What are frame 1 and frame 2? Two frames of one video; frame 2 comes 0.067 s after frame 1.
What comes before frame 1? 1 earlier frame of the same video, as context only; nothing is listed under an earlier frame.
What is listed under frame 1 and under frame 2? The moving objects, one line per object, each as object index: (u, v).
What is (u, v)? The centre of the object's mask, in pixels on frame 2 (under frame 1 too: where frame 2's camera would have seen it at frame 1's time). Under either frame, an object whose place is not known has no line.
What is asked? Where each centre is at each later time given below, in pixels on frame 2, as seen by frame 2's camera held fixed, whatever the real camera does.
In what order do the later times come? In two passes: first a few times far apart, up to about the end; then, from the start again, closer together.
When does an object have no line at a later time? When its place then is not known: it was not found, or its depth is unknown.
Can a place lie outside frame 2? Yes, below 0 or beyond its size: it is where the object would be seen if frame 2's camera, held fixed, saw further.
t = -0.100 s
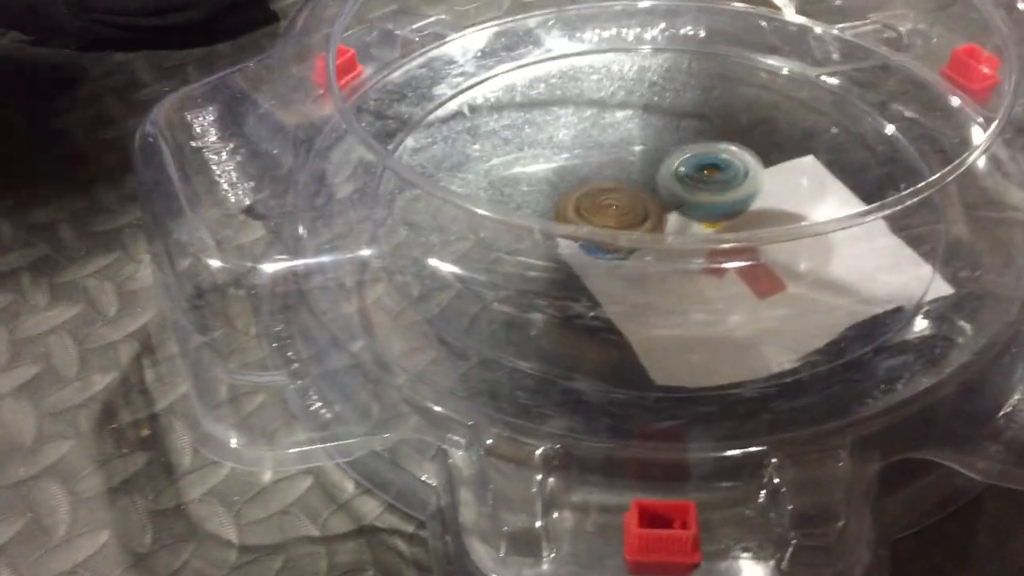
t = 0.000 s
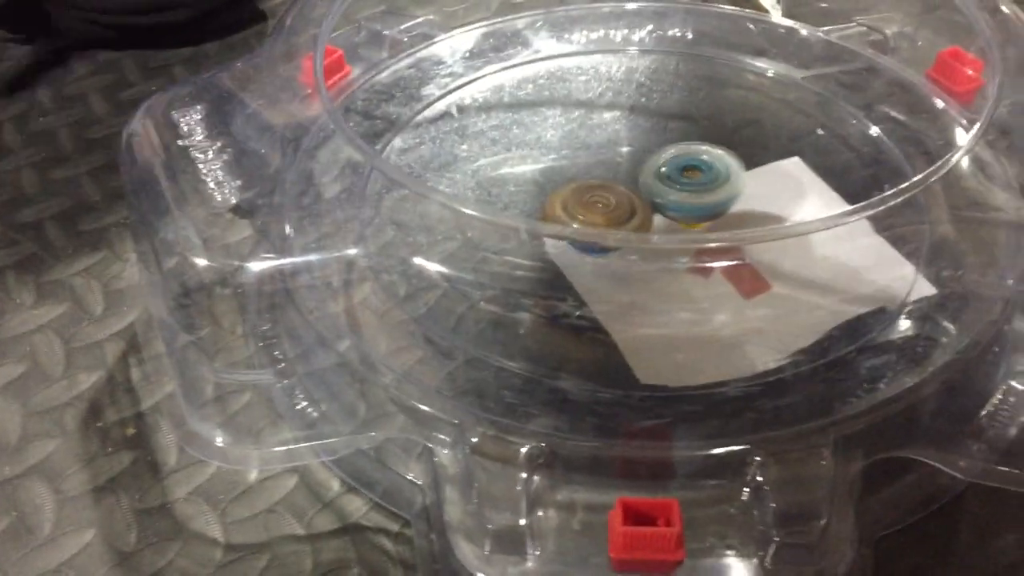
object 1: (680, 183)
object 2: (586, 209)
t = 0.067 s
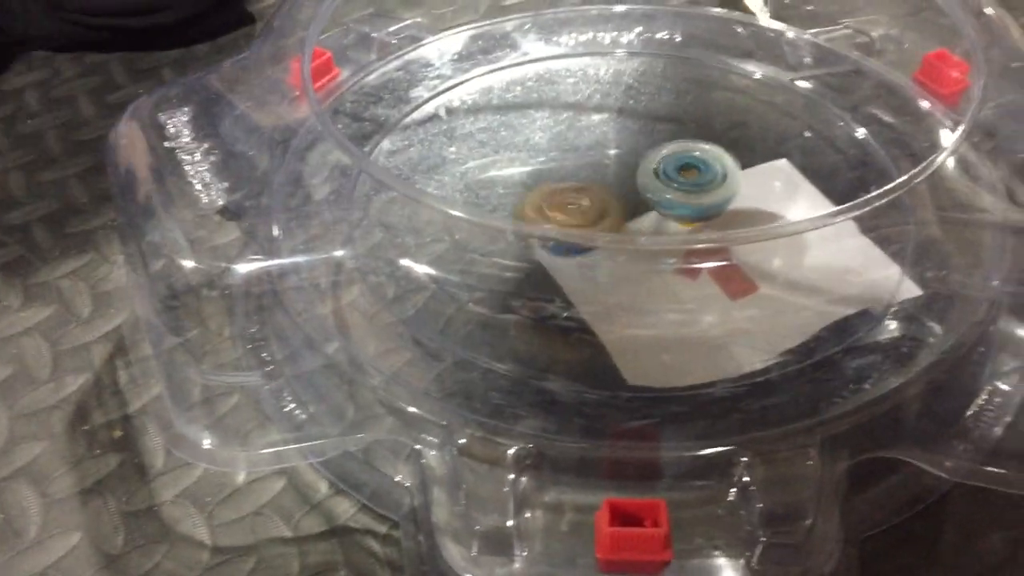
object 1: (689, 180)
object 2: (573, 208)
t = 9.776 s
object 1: (659, 160)
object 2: (621, 222)
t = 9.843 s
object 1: (657, 162)
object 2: (618, 222)
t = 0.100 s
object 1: (690, 179)
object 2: (570, 207)
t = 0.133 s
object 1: (689, 179)
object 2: (568, 207)
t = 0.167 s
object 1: (689, 178)
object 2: (568, 207)
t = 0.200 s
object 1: (688, 178)
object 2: (567, 208)
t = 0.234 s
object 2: (567, 206)
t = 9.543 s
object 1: (657, 161)
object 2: (611, 224)
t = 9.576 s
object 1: (656, 161)
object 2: (610, 223)
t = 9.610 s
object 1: (658, 161)
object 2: (611, 223)
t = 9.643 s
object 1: (656, 161)
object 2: (615, 222)
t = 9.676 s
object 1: (655, 160)
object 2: (617, 221)
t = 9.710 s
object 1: (655, 161)
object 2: (617, 222)
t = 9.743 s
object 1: (655, 161)
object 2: (618, 222)
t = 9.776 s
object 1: (659, 160)
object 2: (621, 222)
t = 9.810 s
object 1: (660, 161)
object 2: (620, 222)
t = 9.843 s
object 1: (657, 162)
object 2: (618, 222)
